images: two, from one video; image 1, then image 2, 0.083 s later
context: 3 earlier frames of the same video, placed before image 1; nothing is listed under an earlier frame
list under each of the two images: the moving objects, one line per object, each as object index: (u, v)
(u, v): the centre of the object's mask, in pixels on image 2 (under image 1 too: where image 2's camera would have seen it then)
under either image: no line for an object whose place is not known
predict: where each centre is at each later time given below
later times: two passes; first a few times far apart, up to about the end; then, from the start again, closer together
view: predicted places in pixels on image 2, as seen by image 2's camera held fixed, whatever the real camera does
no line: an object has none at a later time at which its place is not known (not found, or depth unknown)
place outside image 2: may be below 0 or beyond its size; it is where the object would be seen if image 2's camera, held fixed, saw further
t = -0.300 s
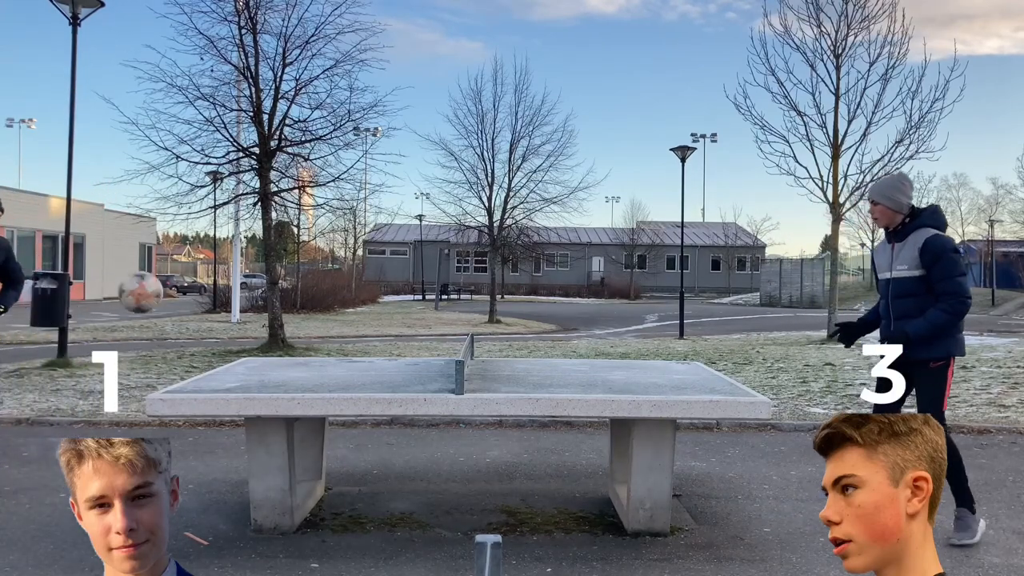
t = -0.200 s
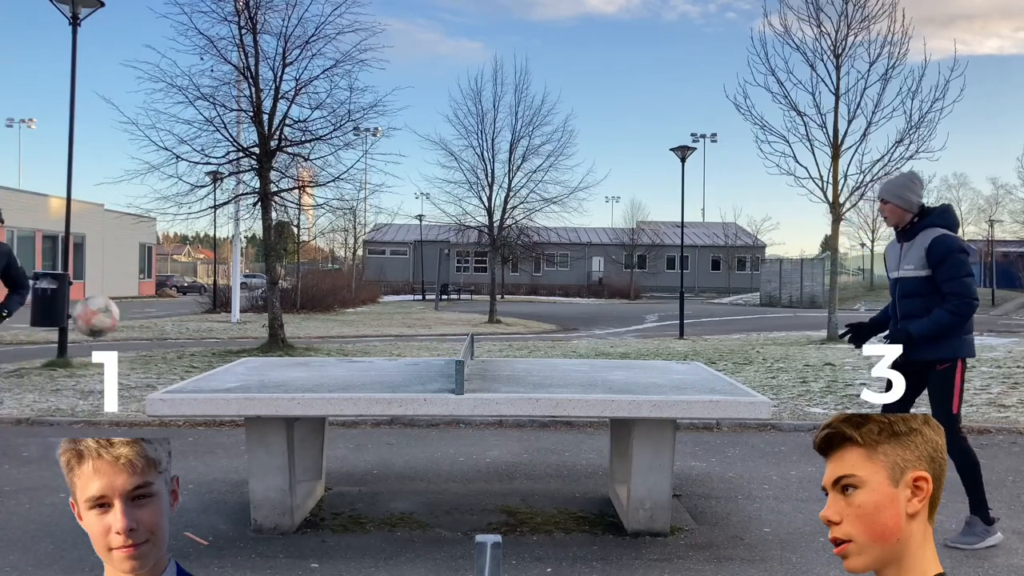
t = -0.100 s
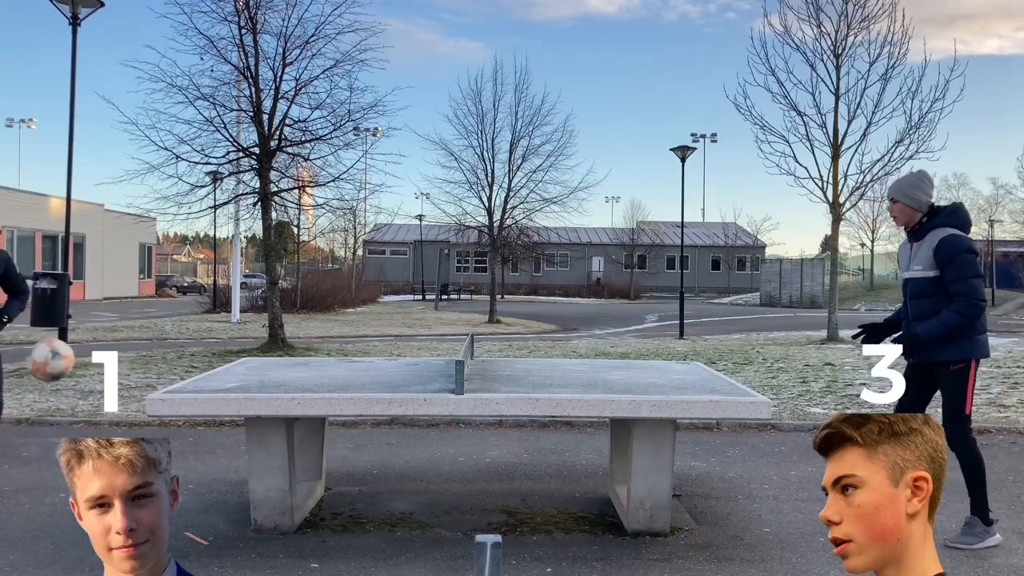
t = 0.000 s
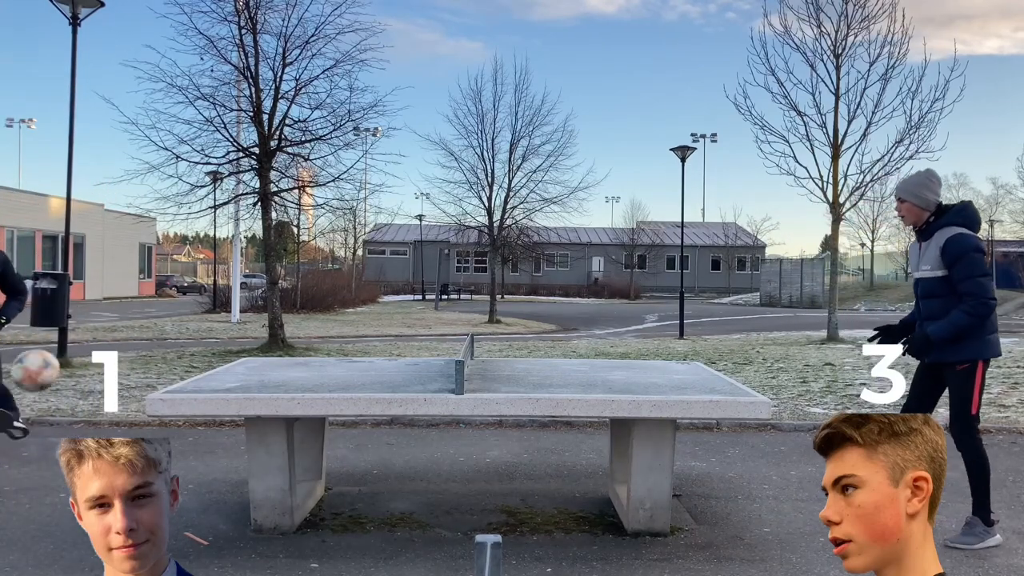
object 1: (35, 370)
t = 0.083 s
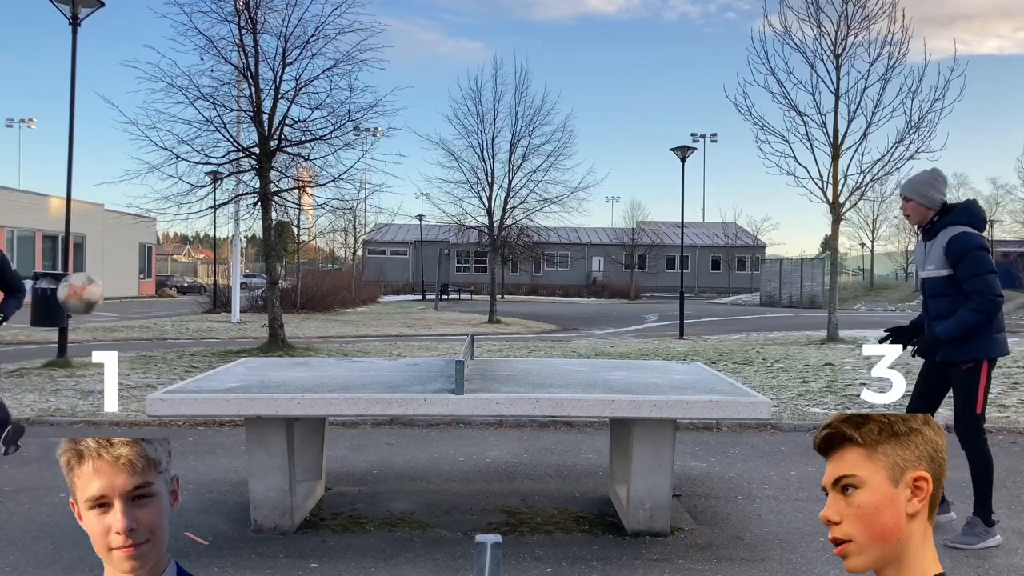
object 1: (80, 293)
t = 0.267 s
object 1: (178, 170)
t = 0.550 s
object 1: (323, 107)
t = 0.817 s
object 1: (451, 188)
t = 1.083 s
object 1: (562, 329)
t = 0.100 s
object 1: (89, 280)
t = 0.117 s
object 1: (98, 267)
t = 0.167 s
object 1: (125, 229)
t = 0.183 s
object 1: (134, 218)
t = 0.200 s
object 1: (143, 207)
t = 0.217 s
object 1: (152, 197)
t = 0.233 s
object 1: (160, 187)
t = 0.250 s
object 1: (169, 179)
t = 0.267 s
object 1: (178, 170)
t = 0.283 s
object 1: (187, 161)
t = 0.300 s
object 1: (195, 155)
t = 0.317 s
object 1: (204, 147)
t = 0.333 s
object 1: (213, 141)
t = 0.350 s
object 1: (221, 135)
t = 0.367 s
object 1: (230, 130)
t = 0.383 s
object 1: (239, 125)
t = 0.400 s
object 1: (247, 121)
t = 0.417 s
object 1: (256, 117)
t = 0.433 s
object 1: (264, 114)
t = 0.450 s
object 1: (272, 111)
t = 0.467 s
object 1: (280, 109)
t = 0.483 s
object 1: (290, 108)
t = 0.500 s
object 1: (298, 107)
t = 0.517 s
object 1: (306, 107)
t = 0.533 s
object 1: (314, 107)
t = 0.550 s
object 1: (323, 107)
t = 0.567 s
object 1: (331, 109)
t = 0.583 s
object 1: (340, 110)
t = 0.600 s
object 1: (347, 113)
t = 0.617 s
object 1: (356, 115)
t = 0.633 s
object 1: (364, 119)
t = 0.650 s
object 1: (372, 122)
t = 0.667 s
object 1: (380, 127)
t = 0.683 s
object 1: (388, 132)
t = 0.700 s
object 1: (397, 137)
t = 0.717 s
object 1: (404, 143)
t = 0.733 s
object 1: (412, 149)
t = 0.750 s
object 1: (420, 156)
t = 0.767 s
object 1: (428, 163)
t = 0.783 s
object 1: (436, 171)
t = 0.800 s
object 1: (444, 179)
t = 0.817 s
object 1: (451, 188)
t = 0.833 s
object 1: (459, 198)
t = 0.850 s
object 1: (467, 208)
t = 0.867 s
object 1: (475, 218)
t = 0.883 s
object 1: (483, 228)
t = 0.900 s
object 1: (490, 240)
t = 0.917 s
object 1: (497, 251)
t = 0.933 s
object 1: (505, 263)
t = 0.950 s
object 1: (512, 277)
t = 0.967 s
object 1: (519, 290)
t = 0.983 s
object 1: (527, 304)
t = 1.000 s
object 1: (534, 318)
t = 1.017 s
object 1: (542, 333)
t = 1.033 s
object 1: (548, 348)
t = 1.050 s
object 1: (555, 352)
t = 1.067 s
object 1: (559, 340)
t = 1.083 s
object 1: (562, 329)
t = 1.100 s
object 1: (565, 318)
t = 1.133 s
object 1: (573, 297)
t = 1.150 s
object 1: (577, 288)
